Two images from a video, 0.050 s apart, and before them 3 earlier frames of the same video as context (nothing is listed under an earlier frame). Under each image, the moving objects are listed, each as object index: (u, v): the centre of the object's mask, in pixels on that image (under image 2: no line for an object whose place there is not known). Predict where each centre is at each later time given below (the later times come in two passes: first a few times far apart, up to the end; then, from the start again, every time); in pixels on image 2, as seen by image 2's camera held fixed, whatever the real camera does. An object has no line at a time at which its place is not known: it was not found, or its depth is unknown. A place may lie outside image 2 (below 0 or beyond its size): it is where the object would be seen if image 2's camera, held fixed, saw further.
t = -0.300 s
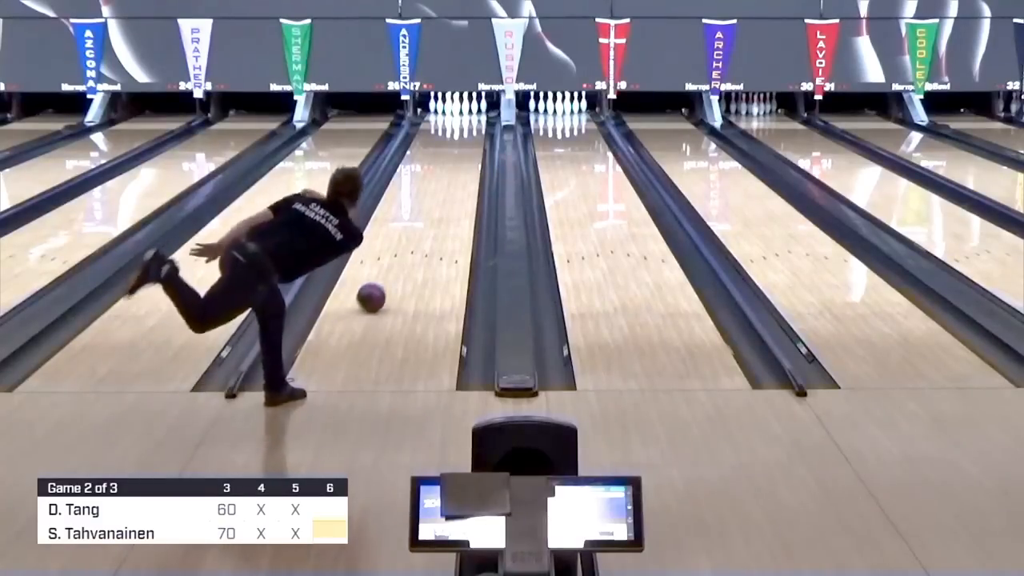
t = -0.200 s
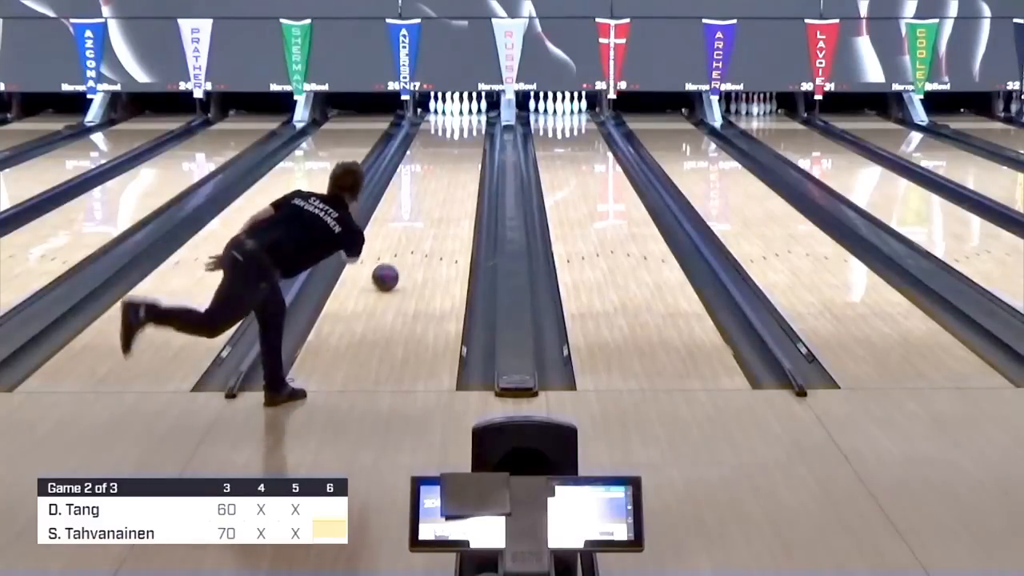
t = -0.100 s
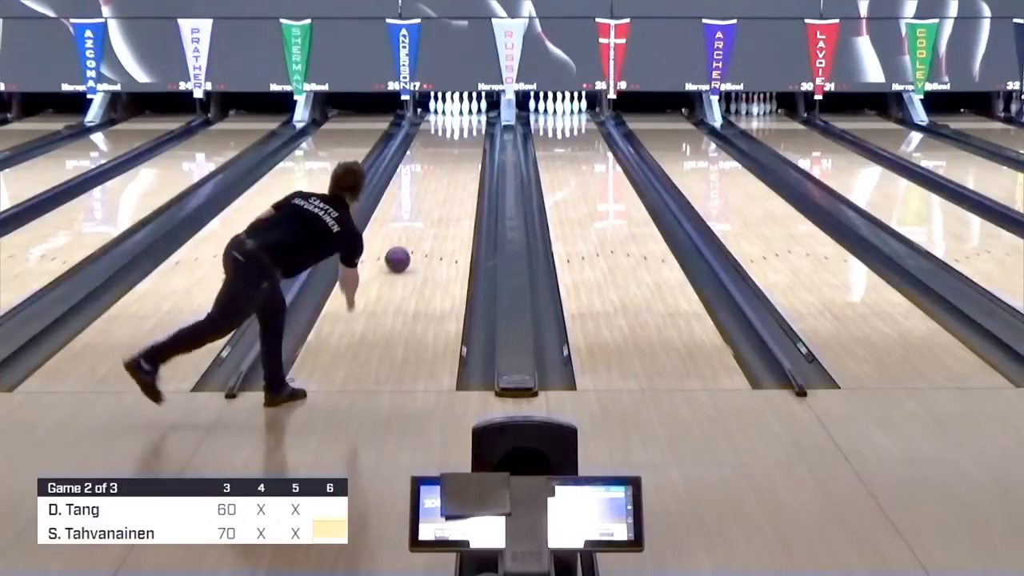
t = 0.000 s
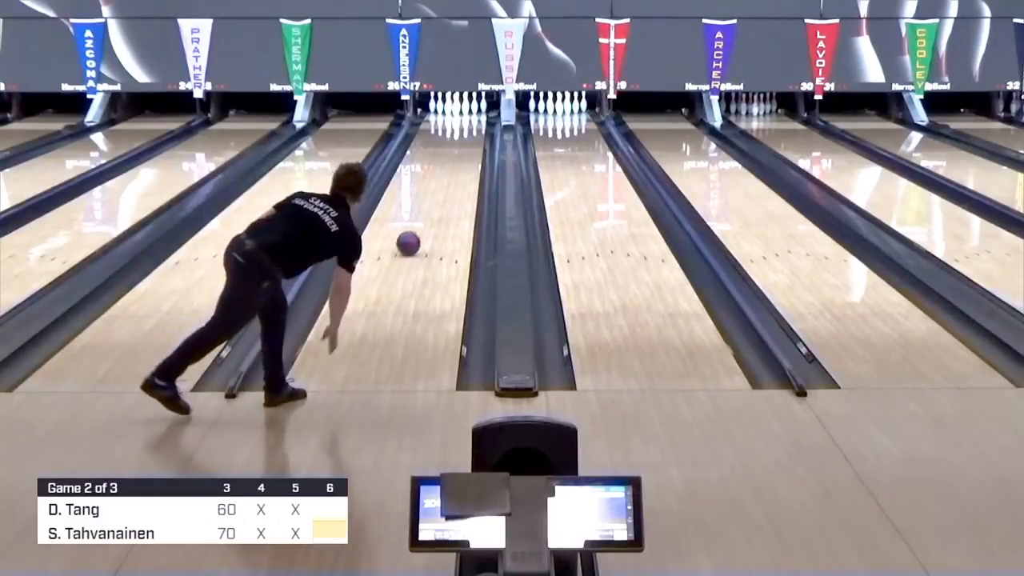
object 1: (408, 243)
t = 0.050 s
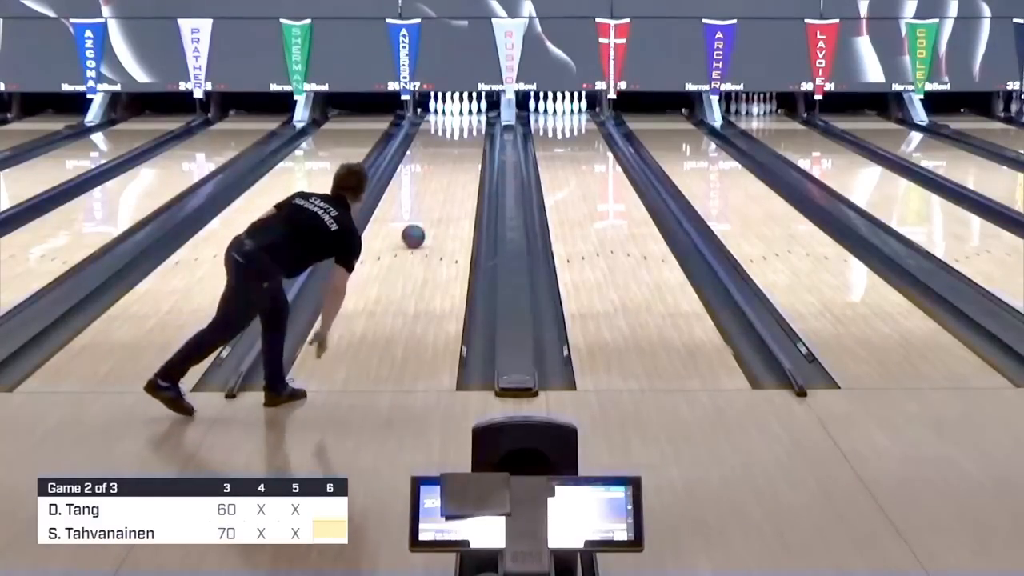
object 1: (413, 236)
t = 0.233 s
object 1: (429, 212)
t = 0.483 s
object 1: (446, 186)
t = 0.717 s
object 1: (458, 167)
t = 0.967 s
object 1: (468, 150)
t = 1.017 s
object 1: (470, 147)
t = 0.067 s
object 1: (415, 234)
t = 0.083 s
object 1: (416, 231)
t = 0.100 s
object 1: (418, 229)
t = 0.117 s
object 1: (419, 227)
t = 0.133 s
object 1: (421, 224)
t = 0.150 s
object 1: (422, 222)
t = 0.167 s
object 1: (424, 220)
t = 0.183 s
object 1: (425, 218)
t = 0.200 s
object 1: (426, 216)
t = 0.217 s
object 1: (428, 214)
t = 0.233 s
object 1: (429, 212)
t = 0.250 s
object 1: (430, 210)
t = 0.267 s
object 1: (432, 208)
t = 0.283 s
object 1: (433, 207)
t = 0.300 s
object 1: (434, 205)
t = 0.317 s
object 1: (435, 203)
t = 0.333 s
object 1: (436, 201)
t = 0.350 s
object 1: (437, 199)
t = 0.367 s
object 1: (439, 198)
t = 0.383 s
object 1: (440, 196)
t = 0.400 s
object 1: (441, 194)
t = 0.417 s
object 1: (442, 192)
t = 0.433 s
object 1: (443, 191)
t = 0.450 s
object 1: (444, 189)
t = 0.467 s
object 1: (445, 188)
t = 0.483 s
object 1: (446, 186)
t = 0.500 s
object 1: (447, 185)
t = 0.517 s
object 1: (448, 183)
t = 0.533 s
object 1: (449, 182)
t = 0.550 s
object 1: (450, 180)
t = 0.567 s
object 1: (451, 179)
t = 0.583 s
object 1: (452, 177)
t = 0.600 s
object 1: (453, 176)
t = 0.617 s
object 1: (453, 175)
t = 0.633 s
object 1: (454, 173)
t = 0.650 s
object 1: (455, 172)
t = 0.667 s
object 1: (456, 171)
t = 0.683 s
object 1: (457, 169)
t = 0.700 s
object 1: (458, 168)
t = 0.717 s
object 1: (458, 167)
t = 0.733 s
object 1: (459, 166)
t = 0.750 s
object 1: (460, 164)
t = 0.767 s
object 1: (461, 163)
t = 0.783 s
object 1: (461, 162)
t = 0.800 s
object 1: (462, 161)
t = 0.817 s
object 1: (462, 160)
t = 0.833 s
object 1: (463, 159)
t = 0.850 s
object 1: (464, 157)
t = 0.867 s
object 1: (465, 156)
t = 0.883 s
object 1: (465, 155)
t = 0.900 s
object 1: (466, 154)
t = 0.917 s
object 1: (467, 154)
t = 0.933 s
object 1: (467, 152)
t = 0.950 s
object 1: (468, 151)
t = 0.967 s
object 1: (468, 150)
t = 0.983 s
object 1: (469, 149)
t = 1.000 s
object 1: (469, 148)
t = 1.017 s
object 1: (470, 147)
